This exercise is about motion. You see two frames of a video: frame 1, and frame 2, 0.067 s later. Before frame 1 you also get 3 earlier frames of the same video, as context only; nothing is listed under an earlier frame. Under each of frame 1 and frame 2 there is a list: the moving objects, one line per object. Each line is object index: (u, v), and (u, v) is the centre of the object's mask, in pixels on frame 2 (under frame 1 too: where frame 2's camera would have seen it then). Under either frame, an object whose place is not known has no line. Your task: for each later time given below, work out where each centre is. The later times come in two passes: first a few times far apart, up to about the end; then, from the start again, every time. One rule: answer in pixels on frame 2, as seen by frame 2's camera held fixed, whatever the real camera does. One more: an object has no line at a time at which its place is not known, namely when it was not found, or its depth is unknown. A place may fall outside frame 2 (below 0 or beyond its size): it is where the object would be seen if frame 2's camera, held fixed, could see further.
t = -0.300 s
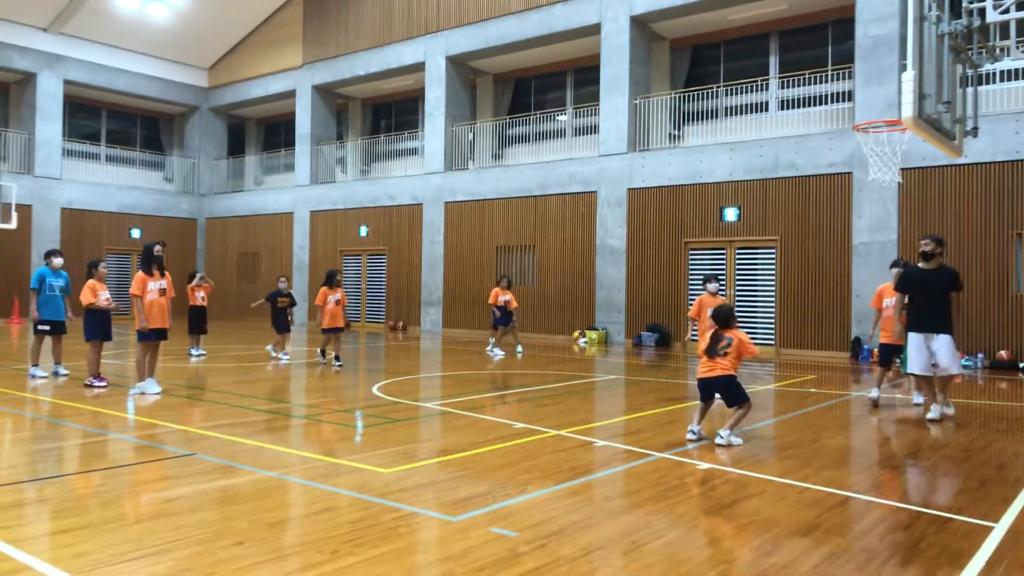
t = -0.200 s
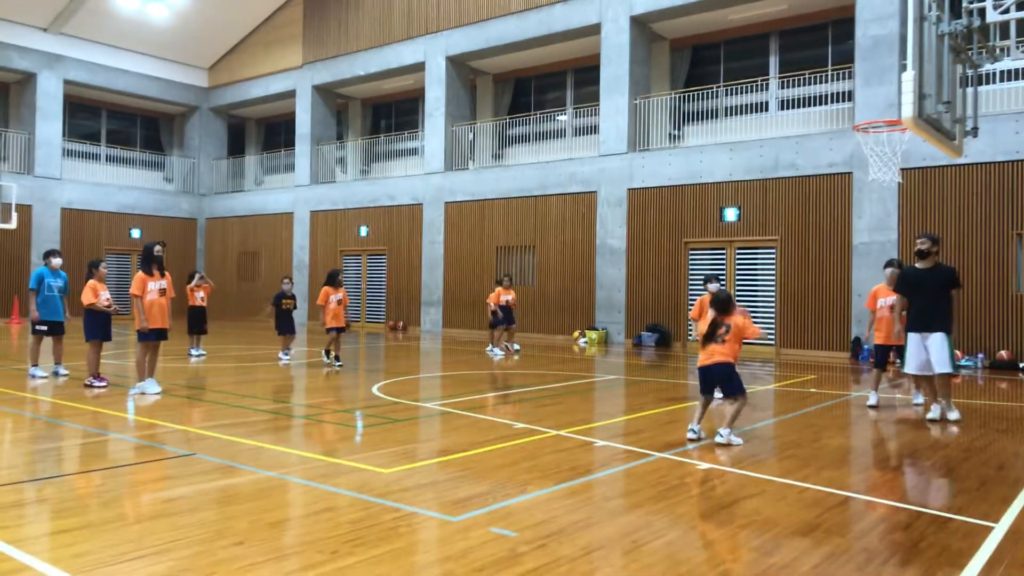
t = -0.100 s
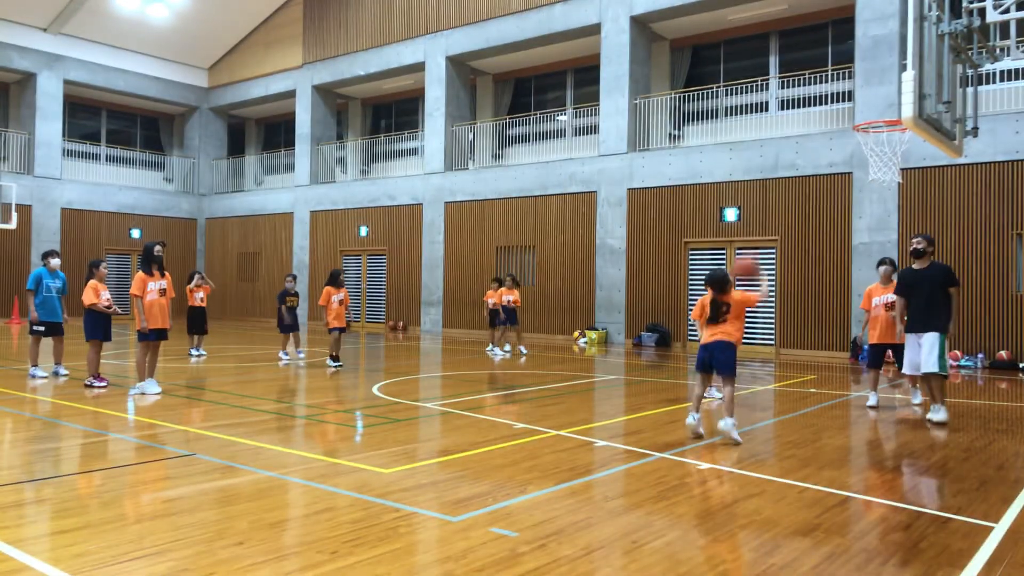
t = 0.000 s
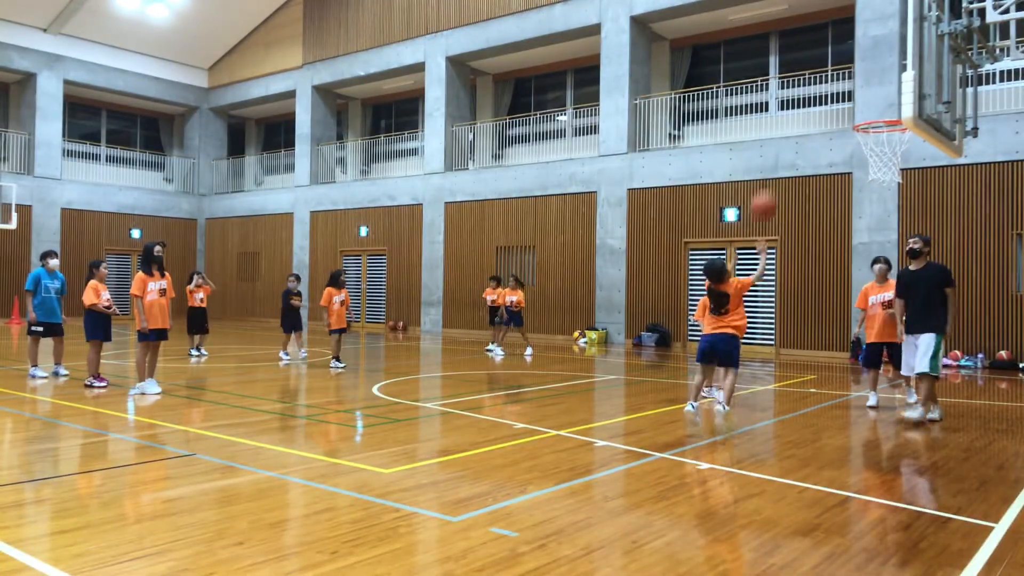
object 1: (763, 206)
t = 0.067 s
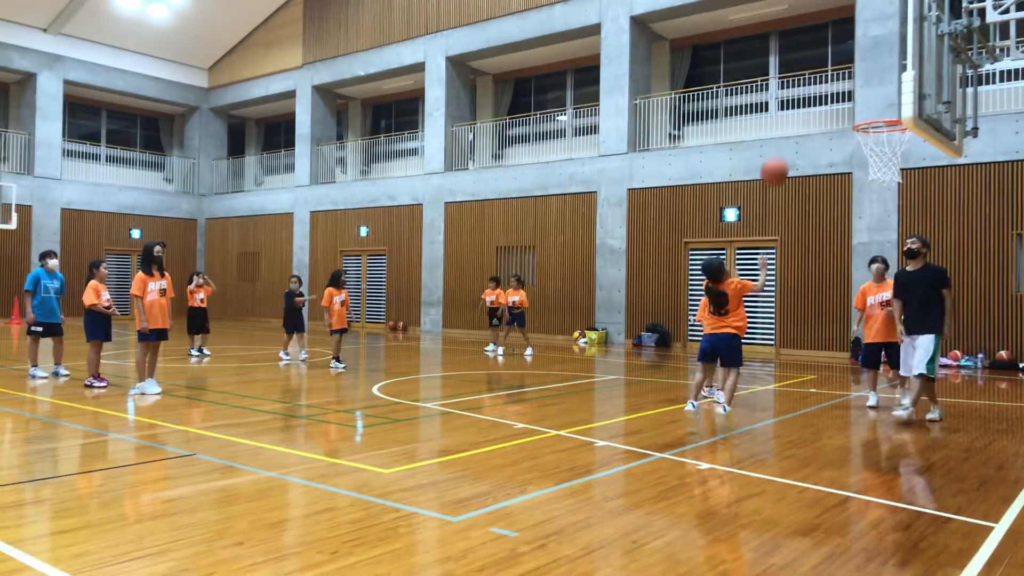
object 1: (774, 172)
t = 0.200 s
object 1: (795, 121)
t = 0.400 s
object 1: (825, 85)
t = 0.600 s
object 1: (853, 93)
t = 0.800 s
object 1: (881, 112)
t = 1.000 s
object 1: (889, 118)
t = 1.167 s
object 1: (876, 133)
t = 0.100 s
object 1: (779, 157)
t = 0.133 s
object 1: (785, 143)
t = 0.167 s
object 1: (790, 131)
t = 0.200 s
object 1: (795, 121)
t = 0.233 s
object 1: (800, 112)
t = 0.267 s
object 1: (805, 104)
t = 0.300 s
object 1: (811, 96)
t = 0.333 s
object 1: (815, 91)
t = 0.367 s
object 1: (820, 88)
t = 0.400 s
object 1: (825, 85)
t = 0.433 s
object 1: (829, 83)
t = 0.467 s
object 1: (835, 82)
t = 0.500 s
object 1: (839, 83)
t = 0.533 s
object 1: (844, 85)
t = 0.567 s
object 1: (848, 89)
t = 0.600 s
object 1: (853, 93)
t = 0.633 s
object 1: (858, 100)
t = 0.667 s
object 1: (862, 107)
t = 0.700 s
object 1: (866, 113)
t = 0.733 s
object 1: (871, 114)
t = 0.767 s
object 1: (876, 113)
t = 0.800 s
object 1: (881, 112)
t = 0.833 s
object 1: (886, 112)
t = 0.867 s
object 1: (889, 111)
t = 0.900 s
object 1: (892, 115)
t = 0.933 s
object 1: (896, 121)
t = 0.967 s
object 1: (892, 118)
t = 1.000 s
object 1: (889, 118)
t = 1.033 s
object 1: (885, 119)
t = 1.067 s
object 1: (878, 121)
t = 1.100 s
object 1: (873, 125)
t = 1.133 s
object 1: (873, 127)
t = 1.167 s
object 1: (876, 133)
